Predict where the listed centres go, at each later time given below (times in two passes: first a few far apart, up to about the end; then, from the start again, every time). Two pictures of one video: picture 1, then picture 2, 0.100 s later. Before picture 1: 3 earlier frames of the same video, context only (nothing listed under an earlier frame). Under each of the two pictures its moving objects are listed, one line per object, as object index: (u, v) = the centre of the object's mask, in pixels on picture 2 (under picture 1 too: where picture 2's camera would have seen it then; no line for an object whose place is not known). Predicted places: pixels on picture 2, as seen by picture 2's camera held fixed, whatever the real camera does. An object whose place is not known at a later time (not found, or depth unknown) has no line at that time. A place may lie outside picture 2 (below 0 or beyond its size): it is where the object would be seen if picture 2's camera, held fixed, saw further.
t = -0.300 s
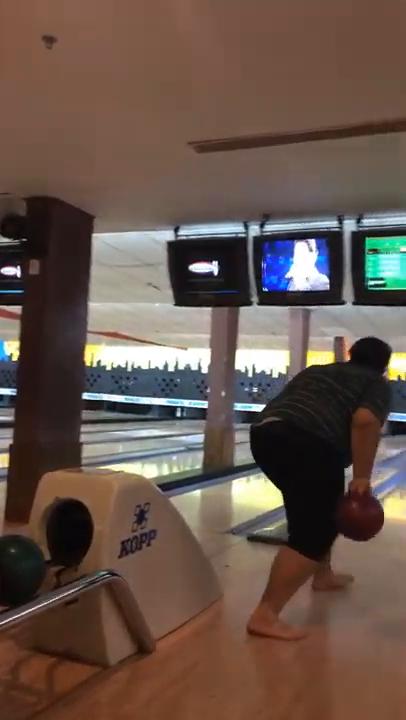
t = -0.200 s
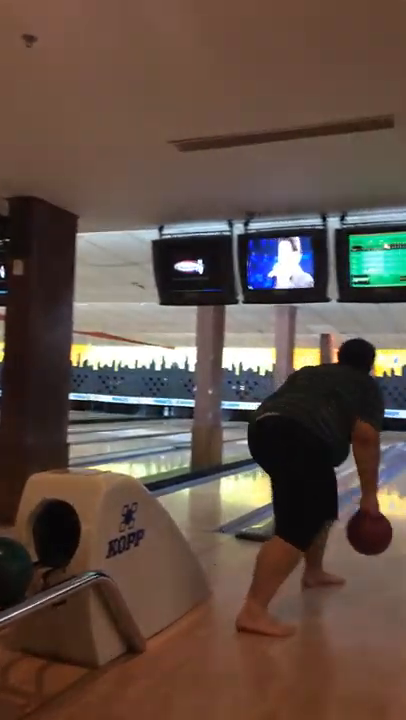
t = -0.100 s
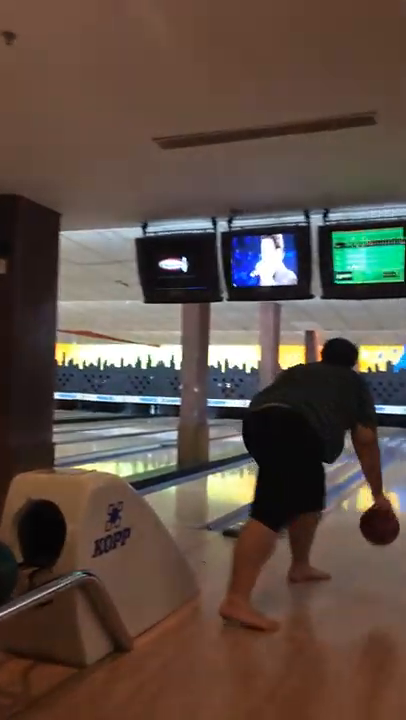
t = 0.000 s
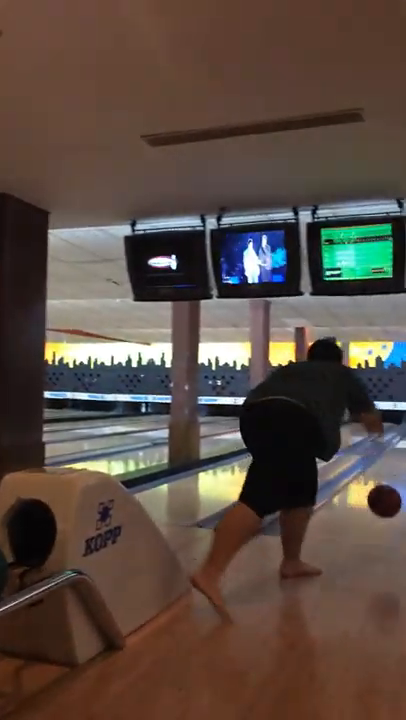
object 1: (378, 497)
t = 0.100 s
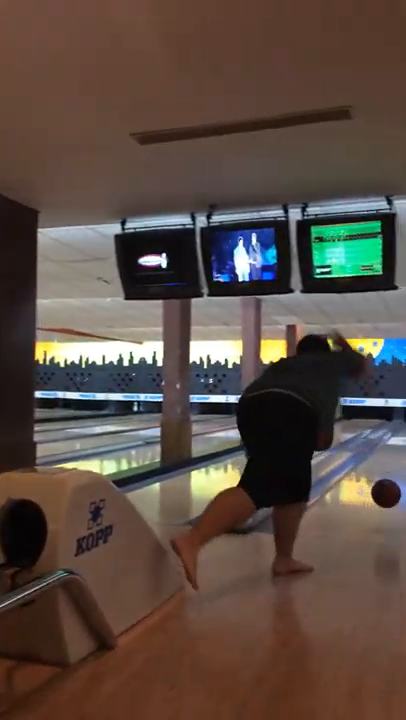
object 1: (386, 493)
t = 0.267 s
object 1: (394, 492)
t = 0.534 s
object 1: (405, 472)
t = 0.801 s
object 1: (413, 457)
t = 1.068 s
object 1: (419, 447)
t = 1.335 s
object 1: (423, 439)
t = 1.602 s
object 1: (426, 434)
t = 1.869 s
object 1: (427, 429)
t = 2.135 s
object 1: (427, 426)
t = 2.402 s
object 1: (428, 423)
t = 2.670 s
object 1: (428, 420)
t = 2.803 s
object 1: (429, 419)
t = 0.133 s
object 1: (388, 494)
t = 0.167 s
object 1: (390, 497)
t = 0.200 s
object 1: (391, 501)
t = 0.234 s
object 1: (393, 496)
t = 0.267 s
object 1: (394, 492)
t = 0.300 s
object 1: (396, 489)
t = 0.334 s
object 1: (397, 486)
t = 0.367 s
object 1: (398, 483)
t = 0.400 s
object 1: (399, 481)
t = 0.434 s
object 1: (401, 478)
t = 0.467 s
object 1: (402, 476)
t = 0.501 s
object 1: (403, 474)
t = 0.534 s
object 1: (405, 472)
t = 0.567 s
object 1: (406, 470)
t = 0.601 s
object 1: (408, 468)
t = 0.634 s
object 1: (409, 466)
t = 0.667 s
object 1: (409, 464)
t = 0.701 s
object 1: (410, 462)
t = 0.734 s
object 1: (411, 460)
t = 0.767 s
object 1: (412, 458)
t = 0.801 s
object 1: (413, 457)
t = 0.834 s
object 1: (414, 456)
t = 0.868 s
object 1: (414, 454)
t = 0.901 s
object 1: (415, 453)
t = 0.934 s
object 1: (416, 451)
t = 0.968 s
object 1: (416, 450)
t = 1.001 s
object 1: (417, 449)
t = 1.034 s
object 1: (418, 448)
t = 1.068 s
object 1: (419, 447)
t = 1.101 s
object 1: (419, 446)
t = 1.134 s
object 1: (419, 445)
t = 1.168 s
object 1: (420, 444)
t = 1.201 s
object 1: (421, 443)
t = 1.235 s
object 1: (421, 442)
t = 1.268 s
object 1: (422, 441)
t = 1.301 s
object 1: (423, 441)
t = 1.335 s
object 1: (423, 439)
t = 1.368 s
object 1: (424, 439)
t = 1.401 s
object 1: (424, 439)
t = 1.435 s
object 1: (425, 438)
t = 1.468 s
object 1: (425, 437)
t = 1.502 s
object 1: (425, 436)
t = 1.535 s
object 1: (426, 436)
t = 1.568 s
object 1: (426, 435)
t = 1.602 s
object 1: (426, 434)
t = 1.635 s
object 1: (426, 434)
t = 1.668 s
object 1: (426, 433)
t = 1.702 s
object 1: (426, 432)
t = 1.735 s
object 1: (426, 432)
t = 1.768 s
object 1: (427, 431)
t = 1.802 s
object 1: (427, 430)
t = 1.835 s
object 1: (427, 429)
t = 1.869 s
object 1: (427, 429)
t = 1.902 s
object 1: (427, 428)
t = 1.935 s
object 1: (427, 428)
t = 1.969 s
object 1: (427, 428)
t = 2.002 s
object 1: (427, 427)
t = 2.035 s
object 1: (427, 427)
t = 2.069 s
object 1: (427, 426)
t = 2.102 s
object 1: (427, 426)
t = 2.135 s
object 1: (427, 426)
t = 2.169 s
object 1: (428, 425)
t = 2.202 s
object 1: (428, 425)
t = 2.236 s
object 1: (428, 424)
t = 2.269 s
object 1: (428, 424)
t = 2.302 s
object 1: (428, 423)
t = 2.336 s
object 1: (428, 423)
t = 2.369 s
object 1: (428, 423)
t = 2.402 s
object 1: (428, 423)
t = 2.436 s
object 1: (428, 422)
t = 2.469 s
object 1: (428, 422)
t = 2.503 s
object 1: (428, 422)
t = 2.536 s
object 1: (428, 421)
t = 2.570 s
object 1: (428, 421)
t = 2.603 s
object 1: (429, 421)
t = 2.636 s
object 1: (428, 421)
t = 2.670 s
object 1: (428, 420)
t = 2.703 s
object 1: (429, 420)
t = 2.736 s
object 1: (428, 420)
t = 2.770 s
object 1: (428, 419)
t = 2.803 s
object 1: (429, 419)
